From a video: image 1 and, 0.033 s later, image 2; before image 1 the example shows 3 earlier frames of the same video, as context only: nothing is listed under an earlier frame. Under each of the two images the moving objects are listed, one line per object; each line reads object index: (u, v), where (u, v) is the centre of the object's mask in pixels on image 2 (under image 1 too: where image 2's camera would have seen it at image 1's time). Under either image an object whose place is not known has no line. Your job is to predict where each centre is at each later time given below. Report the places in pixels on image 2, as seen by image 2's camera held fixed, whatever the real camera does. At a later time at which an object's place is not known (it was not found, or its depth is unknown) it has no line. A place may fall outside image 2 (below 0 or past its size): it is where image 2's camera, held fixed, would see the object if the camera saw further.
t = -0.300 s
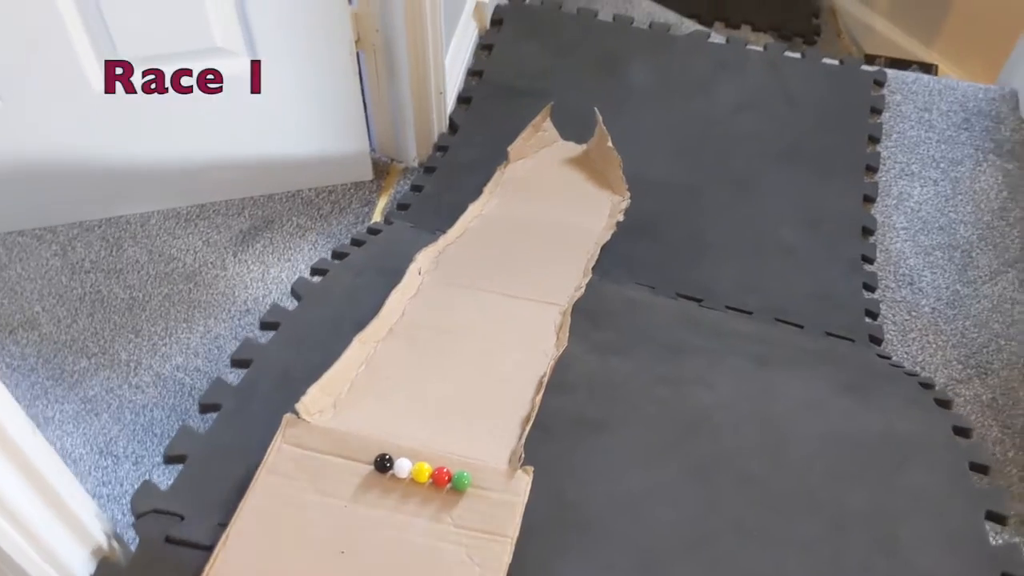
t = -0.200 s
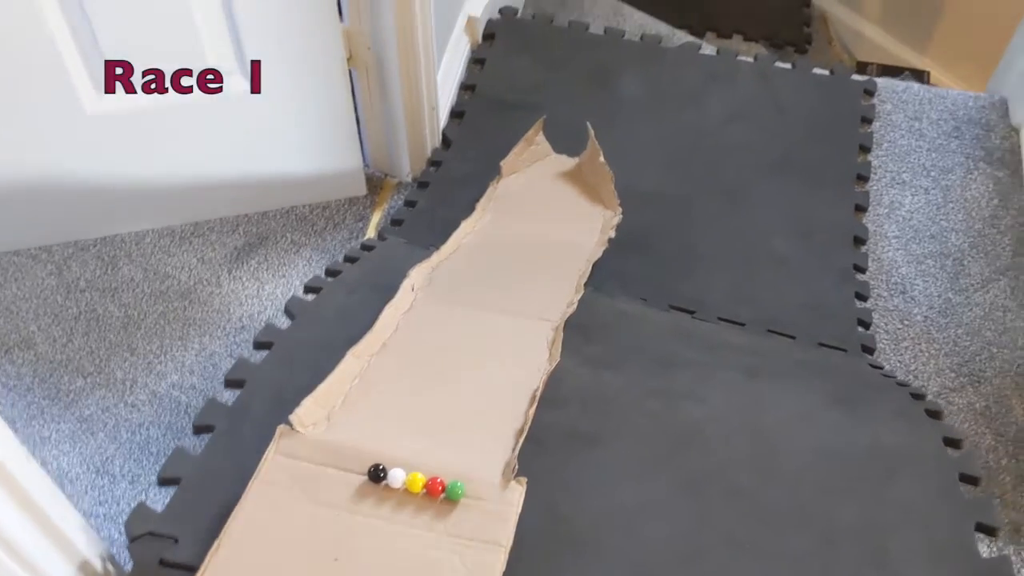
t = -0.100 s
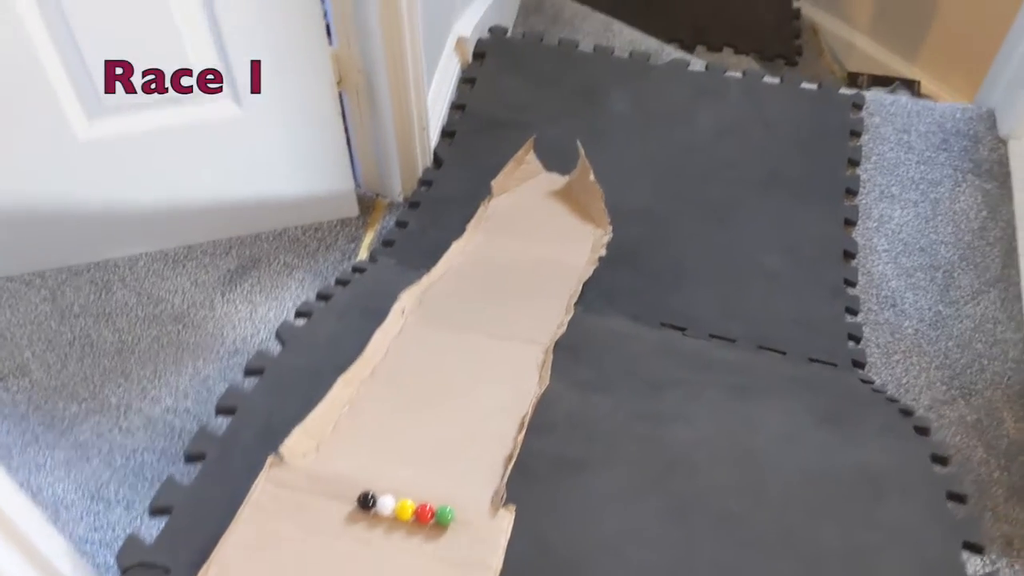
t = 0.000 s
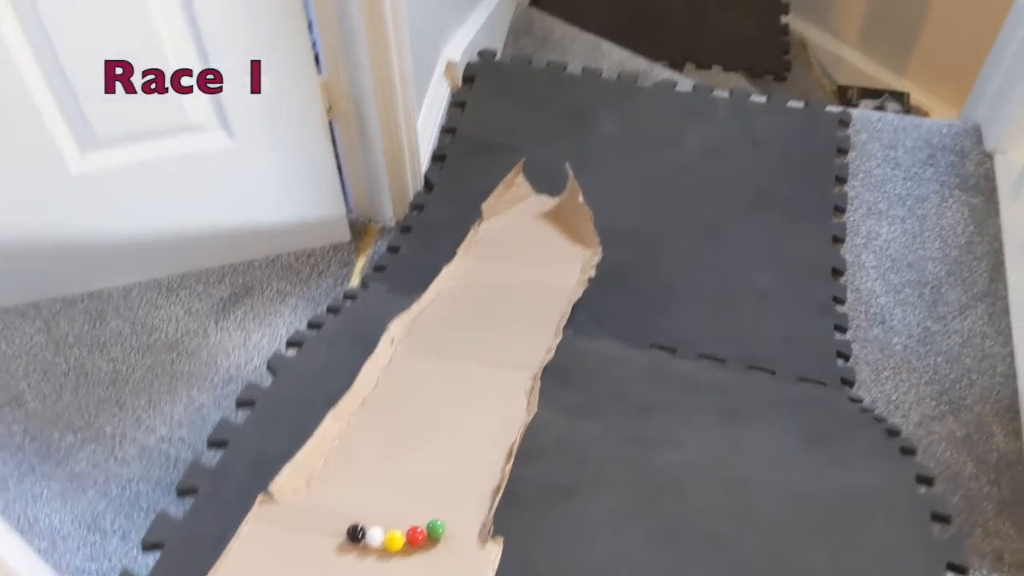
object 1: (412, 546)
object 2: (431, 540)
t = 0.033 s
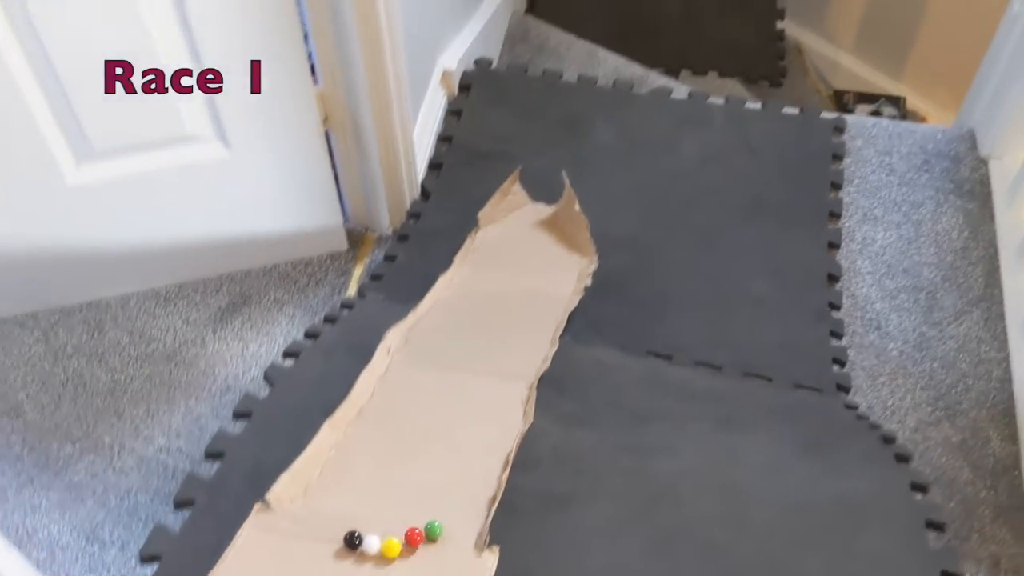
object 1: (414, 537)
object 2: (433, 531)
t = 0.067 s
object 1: (417, 526)
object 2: (436, 516)
